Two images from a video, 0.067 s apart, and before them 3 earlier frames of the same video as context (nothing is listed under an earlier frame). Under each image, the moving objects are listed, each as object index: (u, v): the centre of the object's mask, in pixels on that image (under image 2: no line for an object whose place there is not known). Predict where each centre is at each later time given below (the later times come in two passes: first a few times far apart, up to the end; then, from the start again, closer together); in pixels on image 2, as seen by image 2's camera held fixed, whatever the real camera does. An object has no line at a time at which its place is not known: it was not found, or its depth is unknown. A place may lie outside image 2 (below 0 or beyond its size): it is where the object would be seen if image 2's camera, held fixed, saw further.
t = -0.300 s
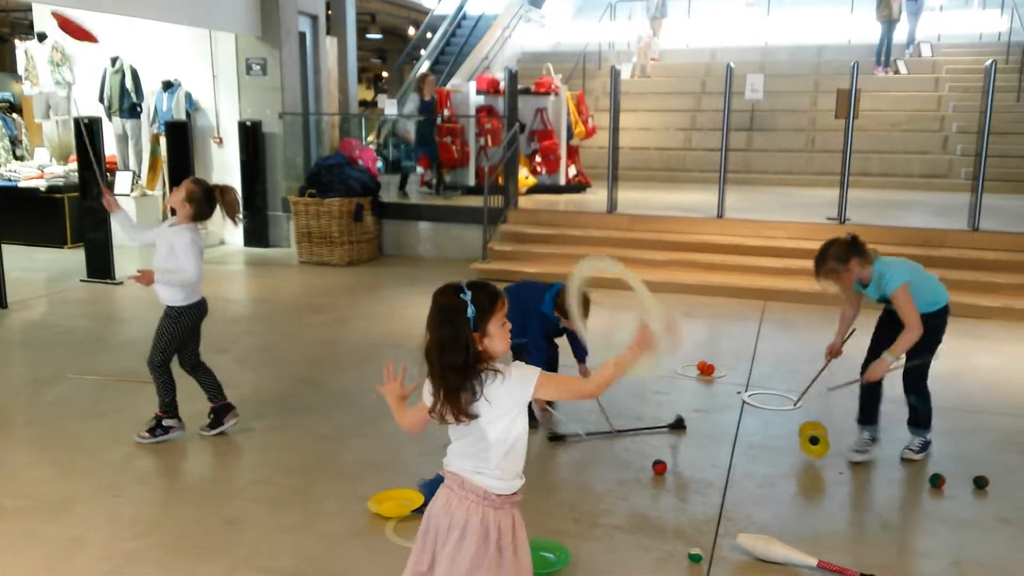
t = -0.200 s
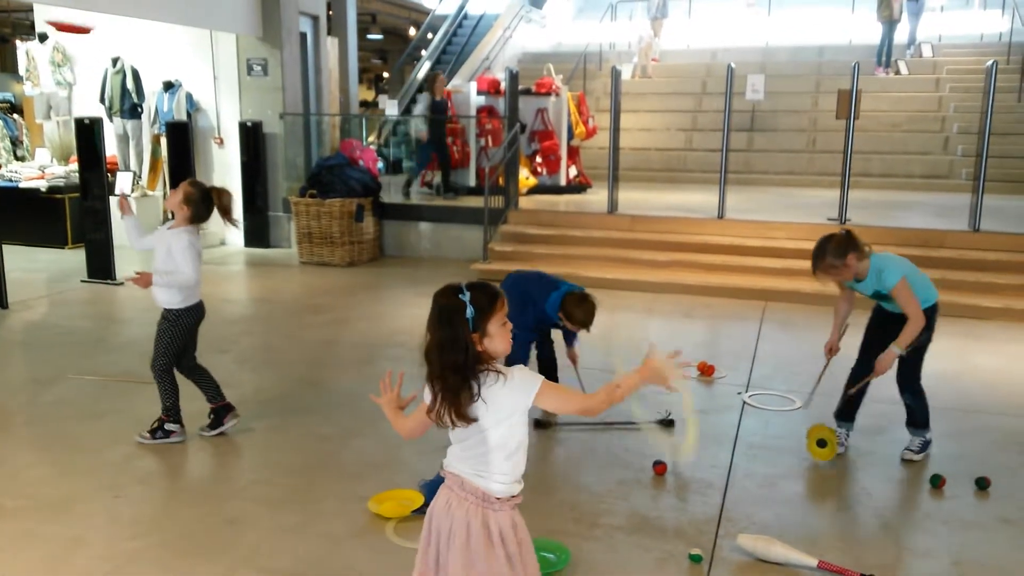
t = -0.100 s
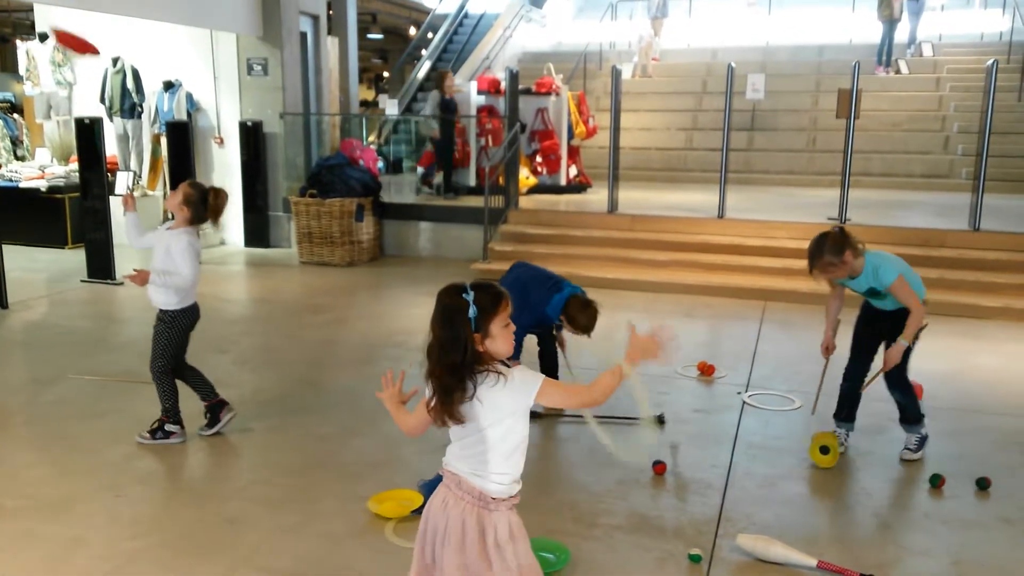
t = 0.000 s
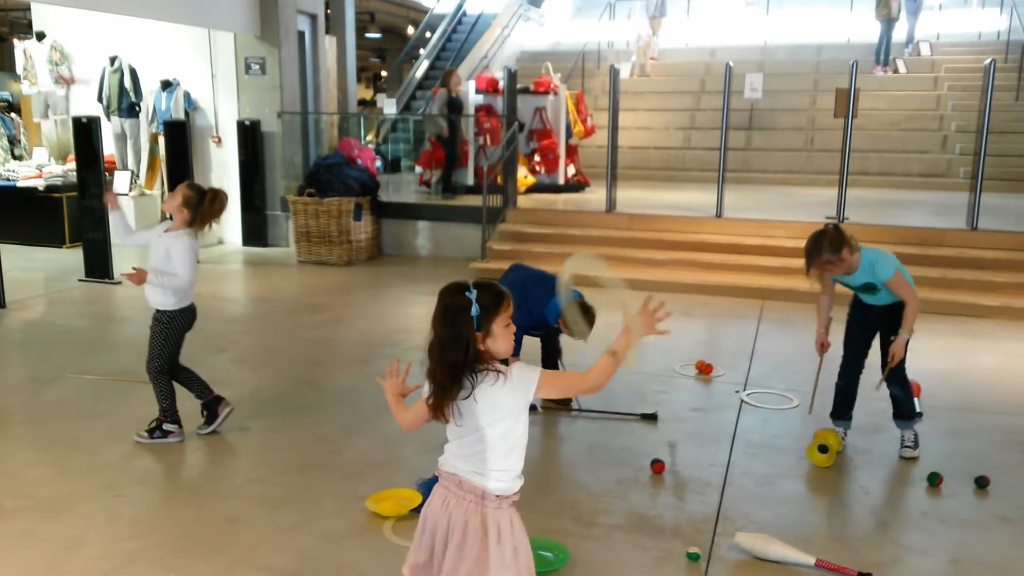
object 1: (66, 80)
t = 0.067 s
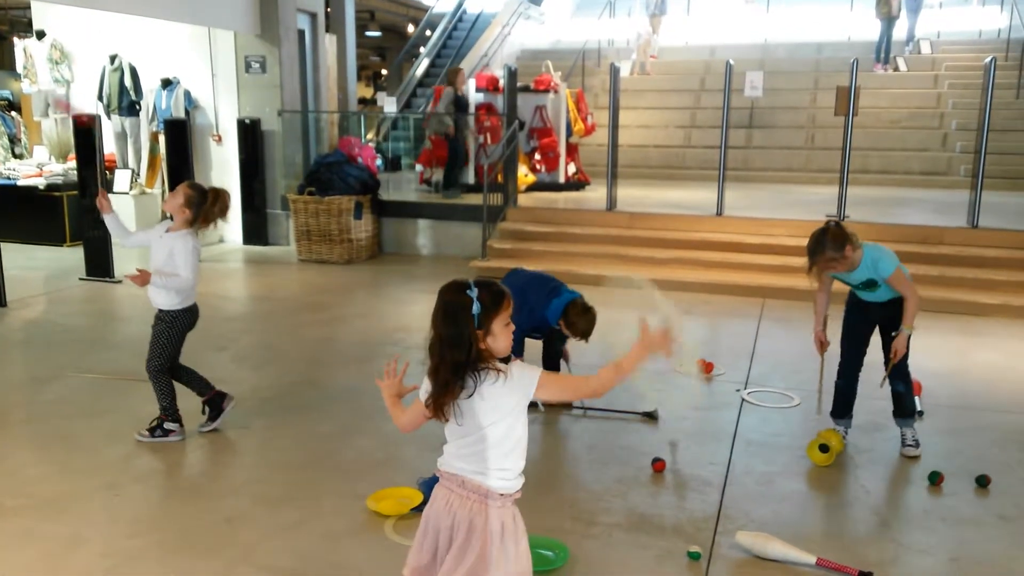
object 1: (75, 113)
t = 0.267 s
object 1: (61, 236)
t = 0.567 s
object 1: (70, 419)
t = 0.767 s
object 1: (52, 425)
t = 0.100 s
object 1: (75, 130)
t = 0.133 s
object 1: (73, 148)
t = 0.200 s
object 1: (66, 194)
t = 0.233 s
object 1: (65, 216)
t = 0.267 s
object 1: (61, 236)
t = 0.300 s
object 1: (63, 268)
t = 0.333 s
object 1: (63, 294)
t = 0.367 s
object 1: (69, 323)
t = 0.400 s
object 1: (71, 350)
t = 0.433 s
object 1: (73, 378)
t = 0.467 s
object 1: (77, 407)
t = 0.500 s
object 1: (79, 431)
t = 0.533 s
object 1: (73, 425)
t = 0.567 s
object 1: (70, 419)
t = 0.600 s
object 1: (66, 415)
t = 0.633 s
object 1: (63, 414)
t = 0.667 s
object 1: (61, 413)
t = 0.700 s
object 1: (58, 414)
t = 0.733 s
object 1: (54, 419)
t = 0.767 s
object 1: (52, 425)
